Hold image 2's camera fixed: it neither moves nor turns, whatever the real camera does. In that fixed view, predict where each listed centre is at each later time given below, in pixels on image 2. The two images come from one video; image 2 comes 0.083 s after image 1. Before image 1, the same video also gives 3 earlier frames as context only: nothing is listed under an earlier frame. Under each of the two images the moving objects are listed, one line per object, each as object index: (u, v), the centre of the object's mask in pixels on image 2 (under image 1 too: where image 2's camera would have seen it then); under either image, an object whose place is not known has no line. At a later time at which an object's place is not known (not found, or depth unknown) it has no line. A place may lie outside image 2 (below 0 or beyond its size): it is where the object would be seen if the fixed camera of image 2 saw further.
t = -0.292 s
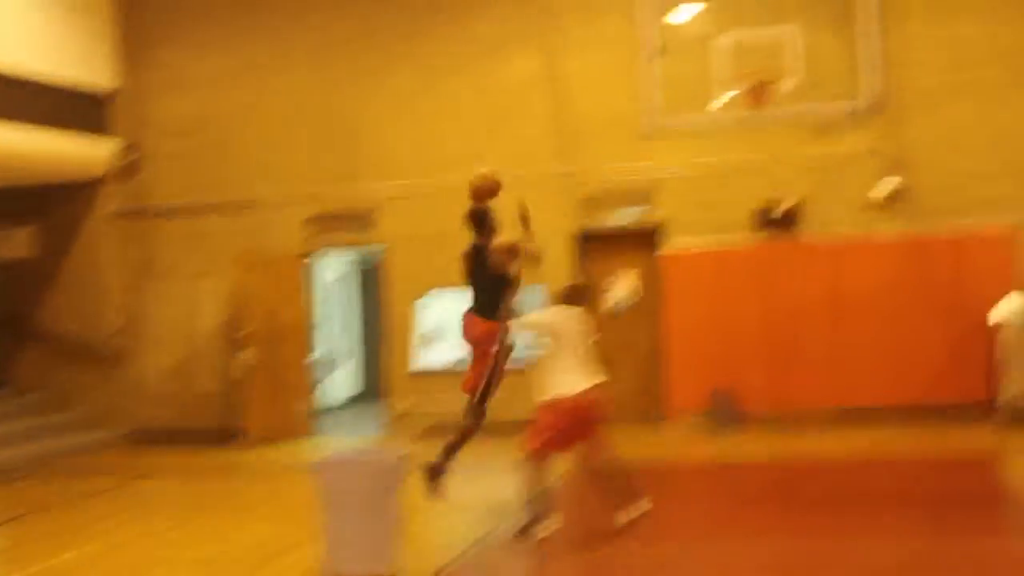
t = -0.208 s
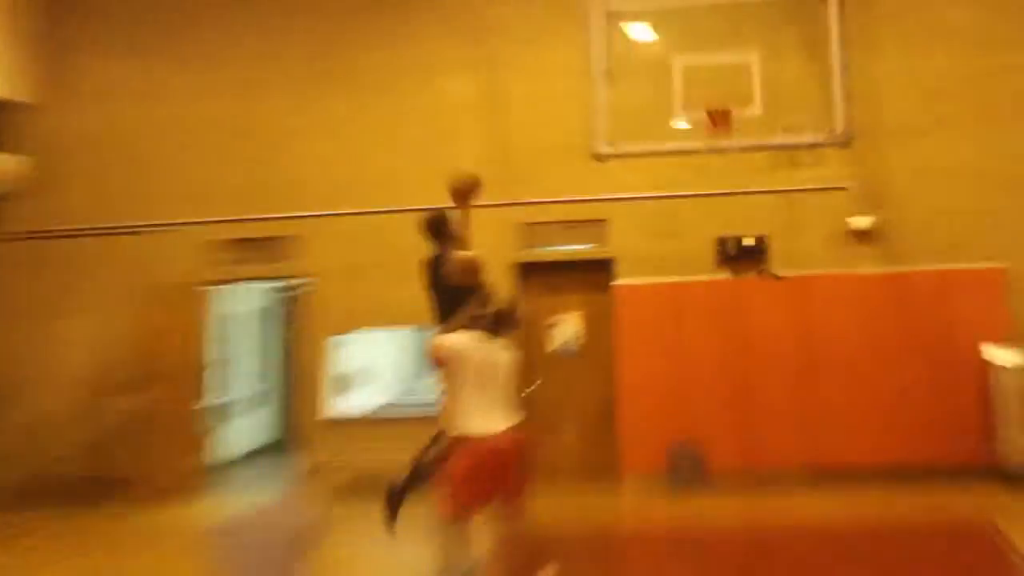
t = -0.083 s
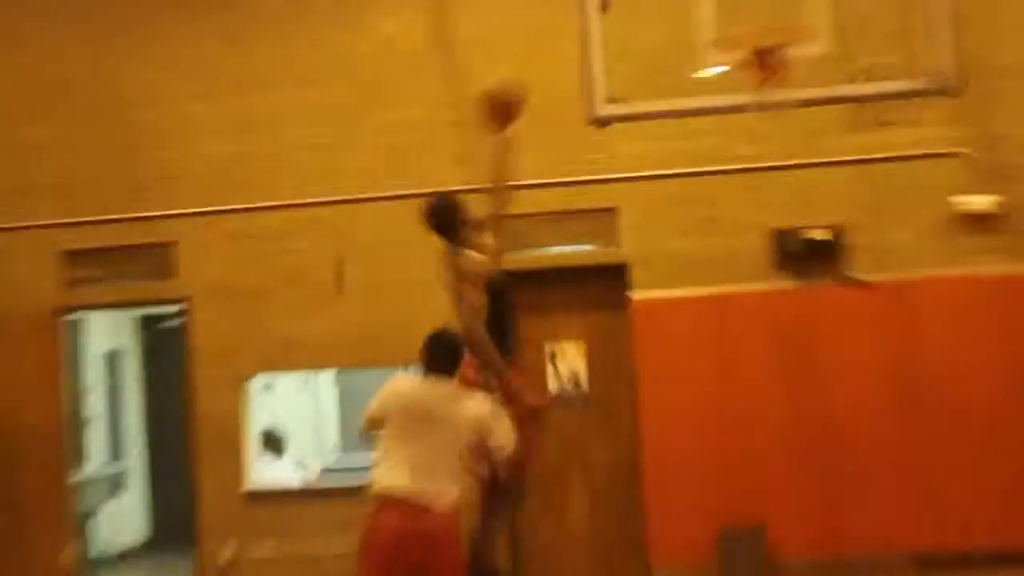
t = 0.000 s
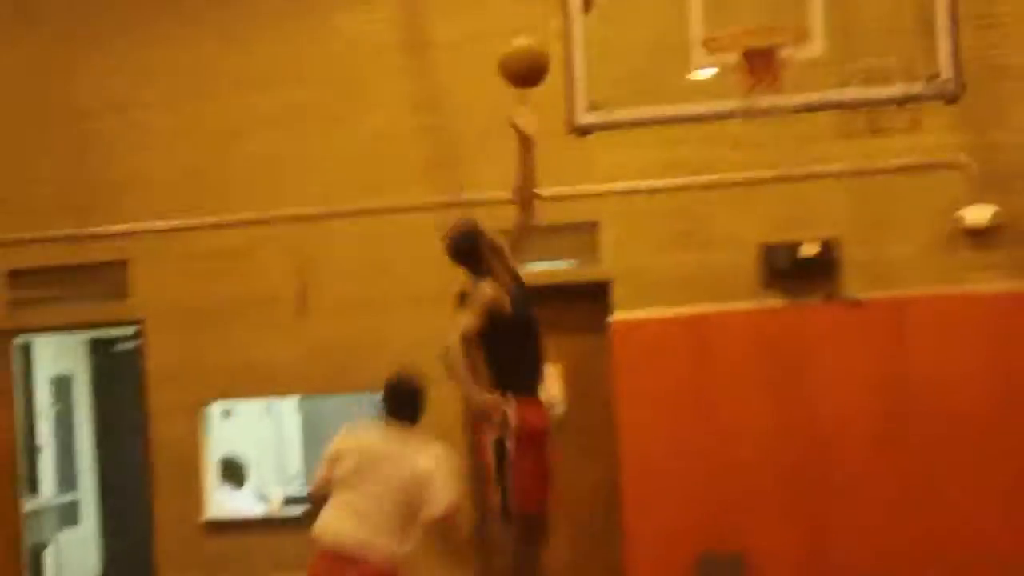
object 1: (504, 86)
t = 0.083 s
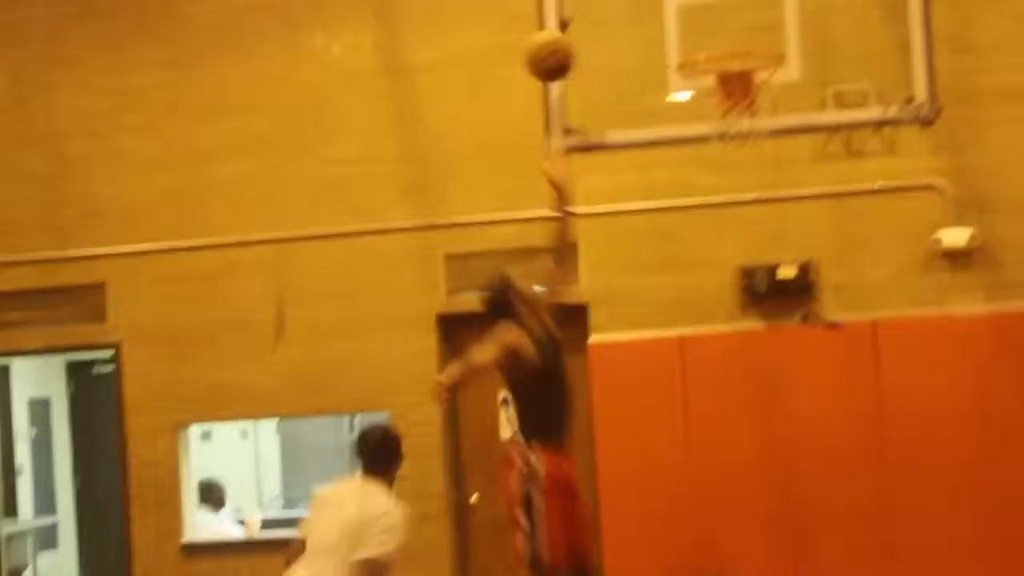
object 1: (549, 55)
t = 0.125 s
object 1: (573, 46)
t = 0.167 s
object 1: (595, 39)
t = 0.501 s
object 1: (713, 37)
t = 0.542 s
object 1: (725, 41)
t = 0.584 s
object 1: (741, 44)
